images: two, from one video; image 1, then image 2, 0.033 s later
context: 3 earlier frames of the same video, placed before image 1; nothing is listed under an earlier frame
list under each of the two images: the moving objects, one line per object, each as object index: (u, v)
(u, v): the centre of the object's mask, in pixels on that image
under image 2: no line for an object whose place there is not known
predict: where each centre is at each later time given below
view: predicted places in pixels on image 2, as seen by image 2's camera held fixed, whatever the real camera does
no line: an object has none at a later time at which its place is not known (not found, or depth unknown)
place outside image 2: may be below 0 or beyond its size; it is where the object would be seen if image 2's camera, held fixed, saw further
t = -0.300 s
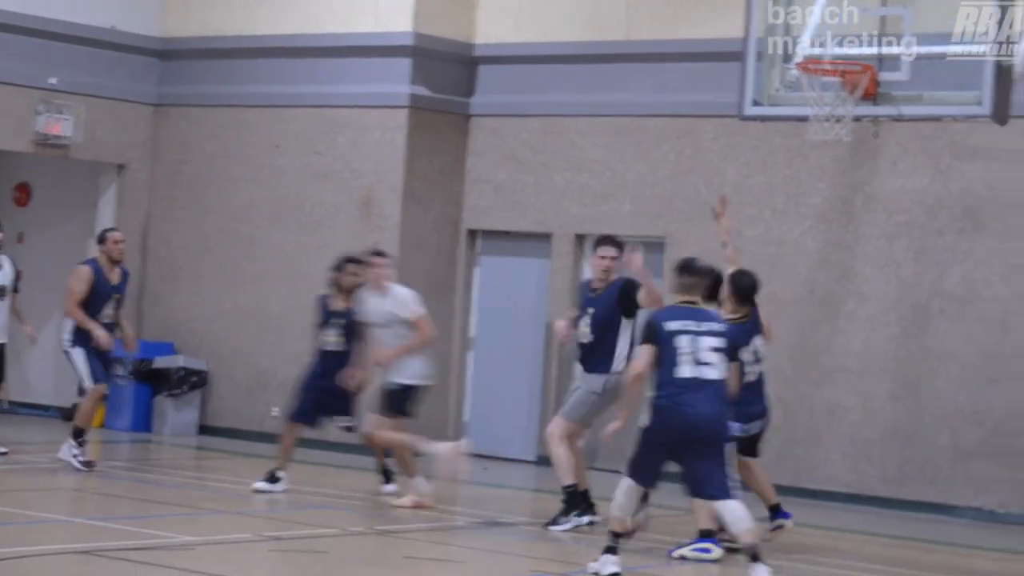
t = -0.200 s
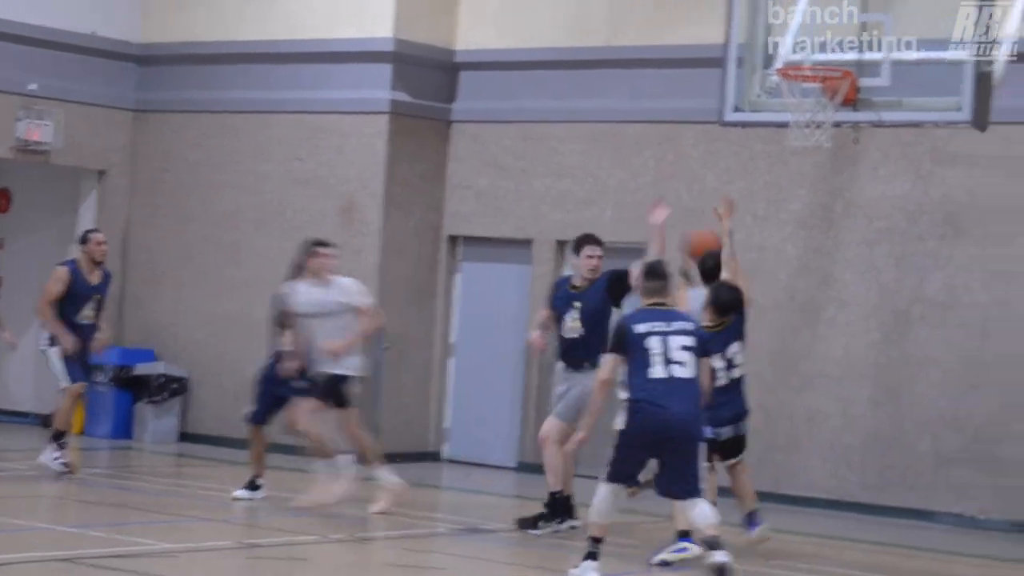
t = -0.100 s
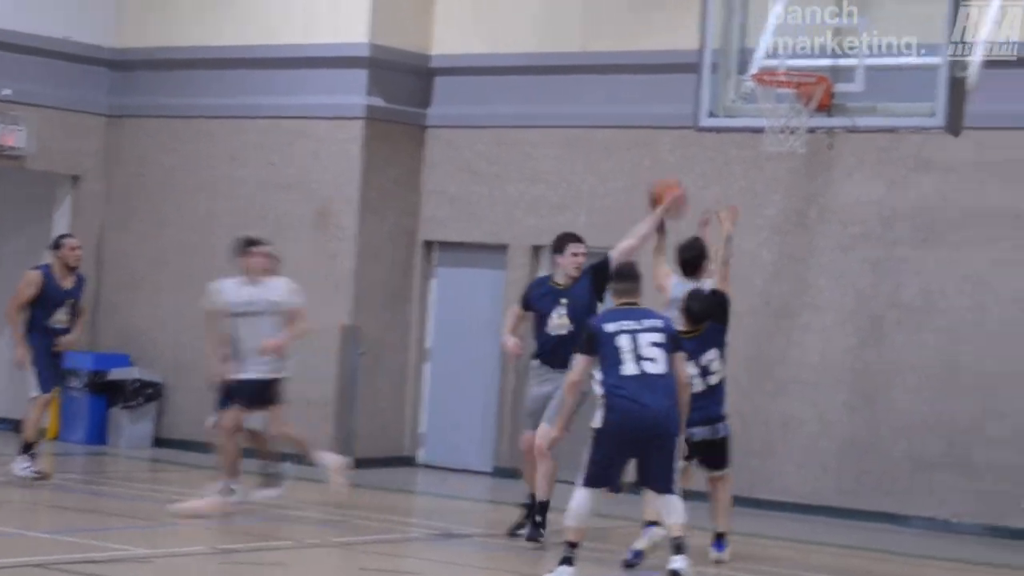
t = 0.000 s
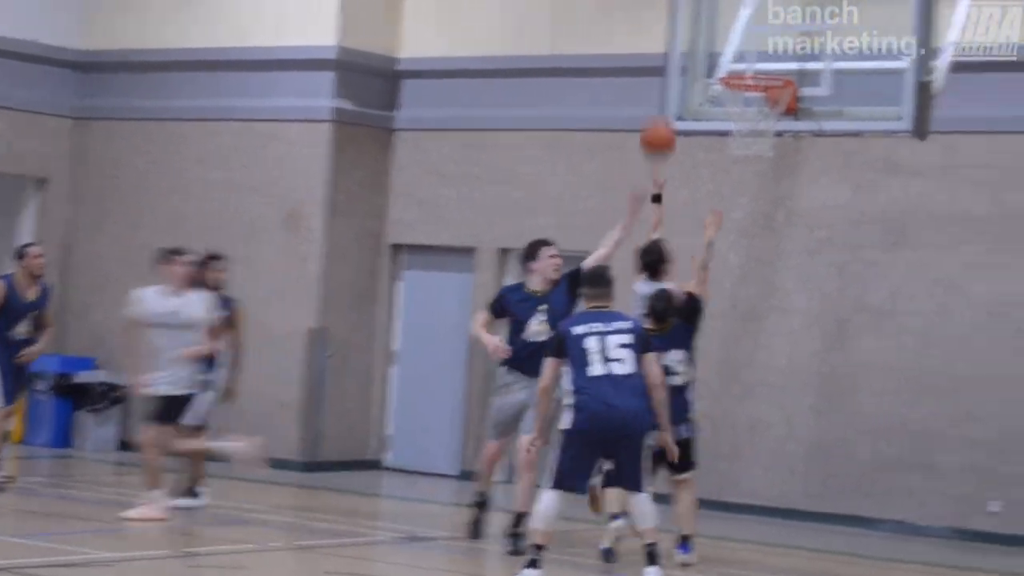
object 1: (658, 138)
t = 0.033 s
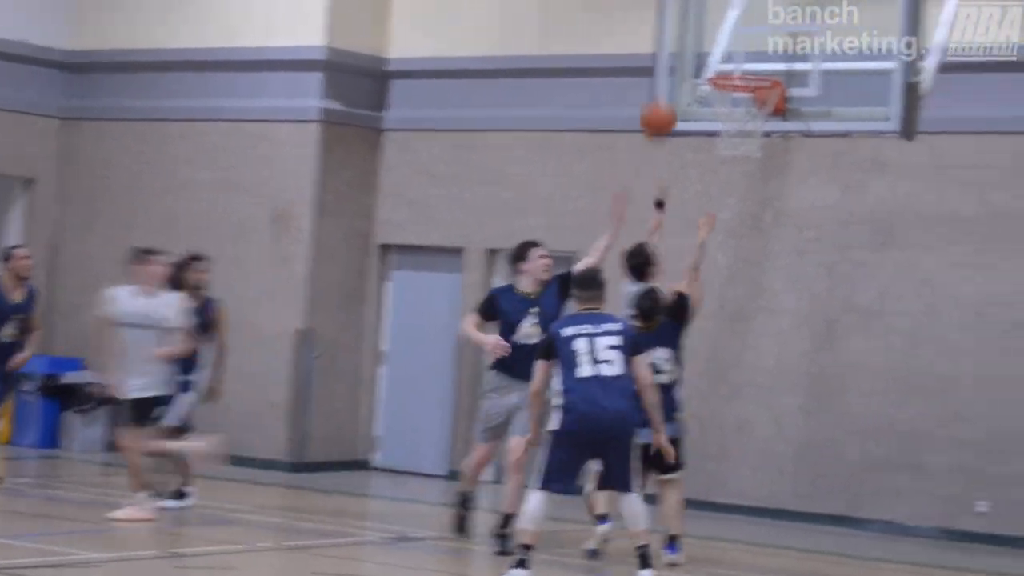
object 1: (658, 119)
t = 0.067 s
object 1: (670, 101)
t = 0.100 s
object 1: (681, 86)
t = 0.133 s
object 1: (692, 70)
